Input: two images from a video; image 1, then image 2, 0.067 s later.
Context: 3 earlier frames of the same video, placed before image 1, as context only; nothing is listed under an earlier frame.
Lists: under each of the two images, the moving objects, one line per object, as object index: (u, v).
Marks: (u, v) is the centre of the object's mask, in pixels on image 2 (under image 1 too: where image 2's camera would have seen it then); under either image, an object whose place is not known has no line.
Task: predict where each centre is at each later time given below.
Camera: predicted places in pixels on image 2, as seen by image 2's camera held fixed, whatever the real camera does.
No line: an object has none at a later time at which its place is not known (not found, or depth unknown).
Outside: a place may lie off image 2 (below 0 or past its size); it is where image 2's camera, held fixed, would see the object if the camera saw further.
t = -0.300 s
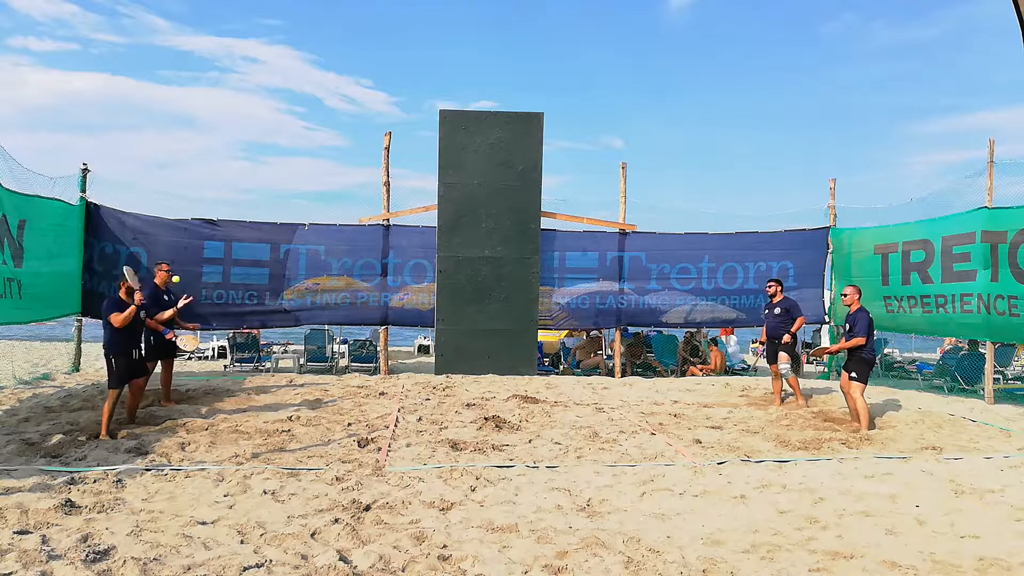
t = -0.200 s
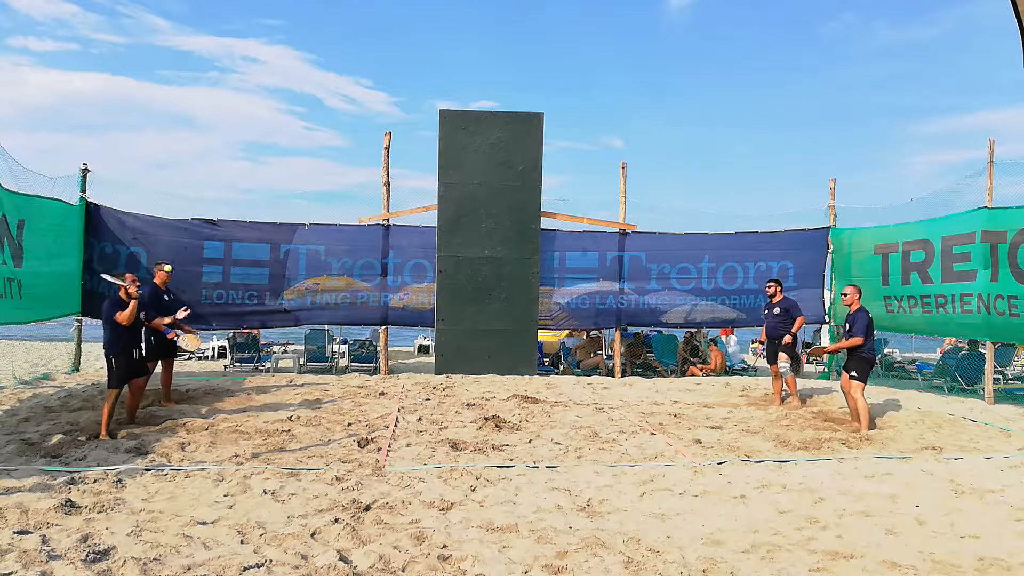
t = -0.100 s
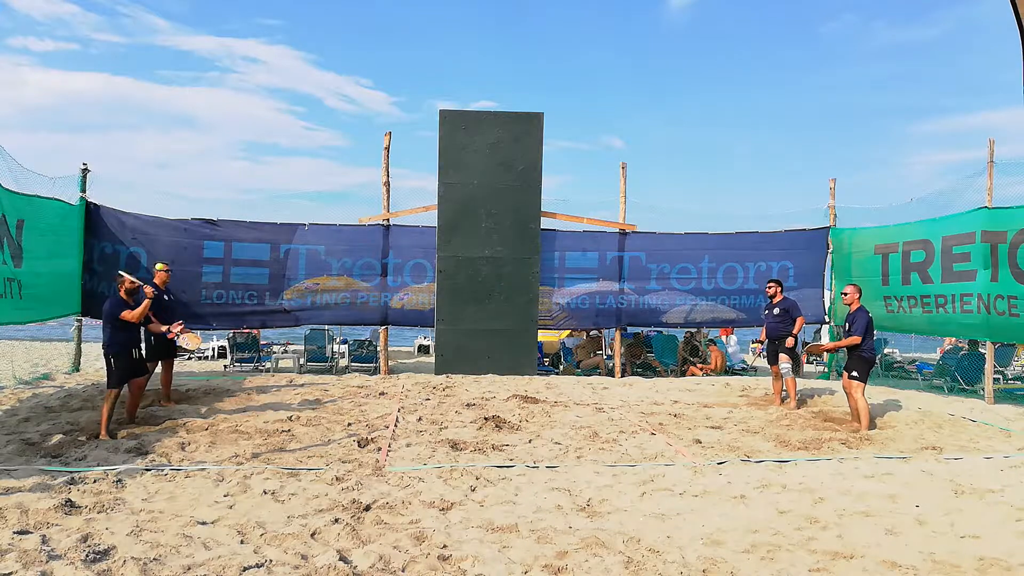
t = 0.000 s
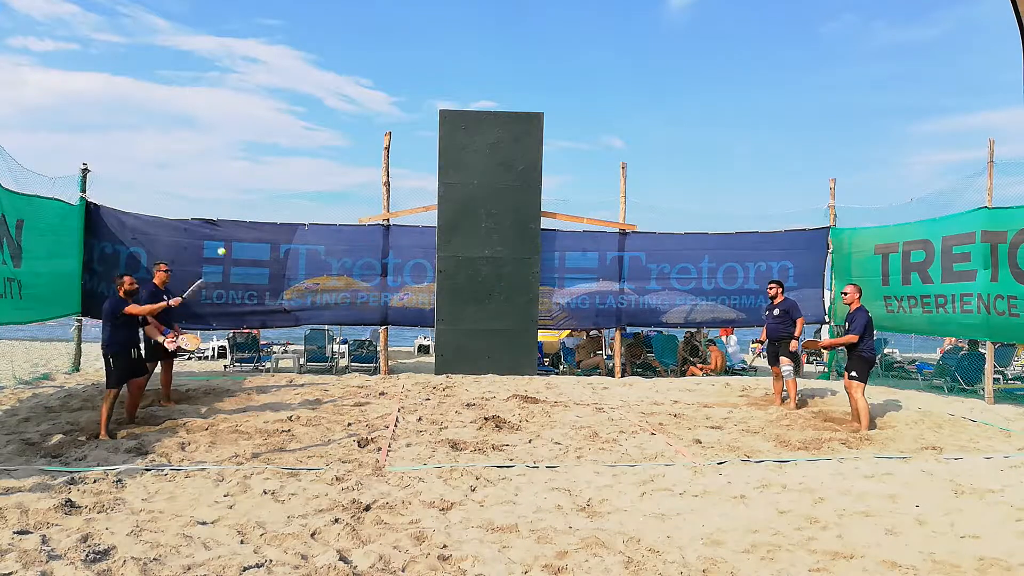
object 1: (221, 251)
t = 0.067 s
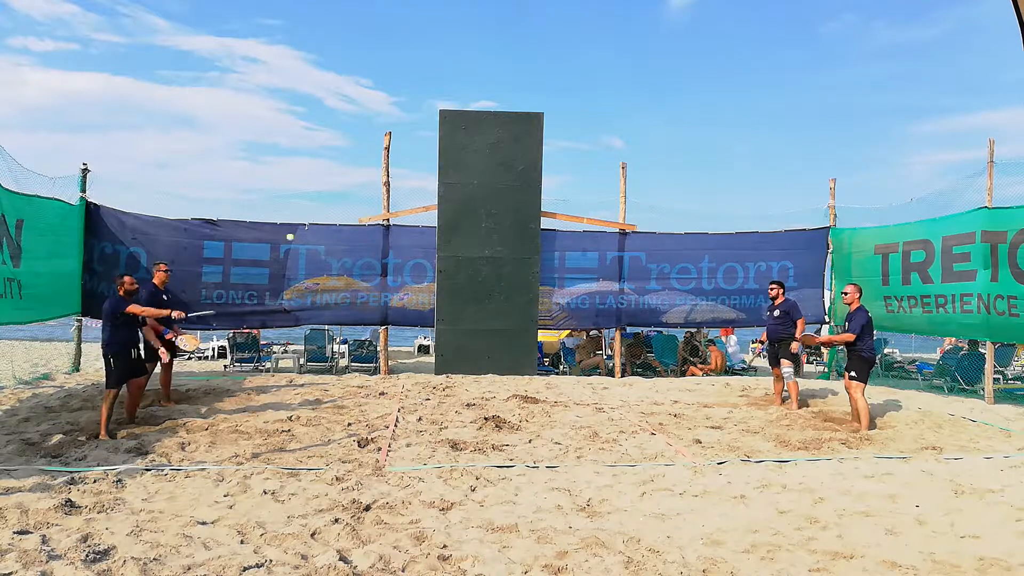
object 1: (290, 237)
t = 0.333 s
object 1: (531, 223)
